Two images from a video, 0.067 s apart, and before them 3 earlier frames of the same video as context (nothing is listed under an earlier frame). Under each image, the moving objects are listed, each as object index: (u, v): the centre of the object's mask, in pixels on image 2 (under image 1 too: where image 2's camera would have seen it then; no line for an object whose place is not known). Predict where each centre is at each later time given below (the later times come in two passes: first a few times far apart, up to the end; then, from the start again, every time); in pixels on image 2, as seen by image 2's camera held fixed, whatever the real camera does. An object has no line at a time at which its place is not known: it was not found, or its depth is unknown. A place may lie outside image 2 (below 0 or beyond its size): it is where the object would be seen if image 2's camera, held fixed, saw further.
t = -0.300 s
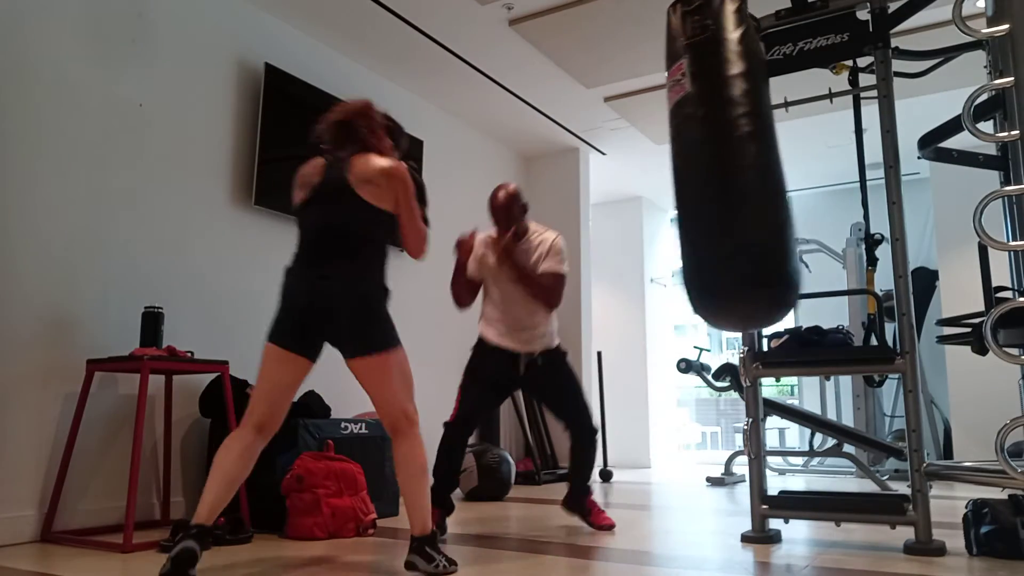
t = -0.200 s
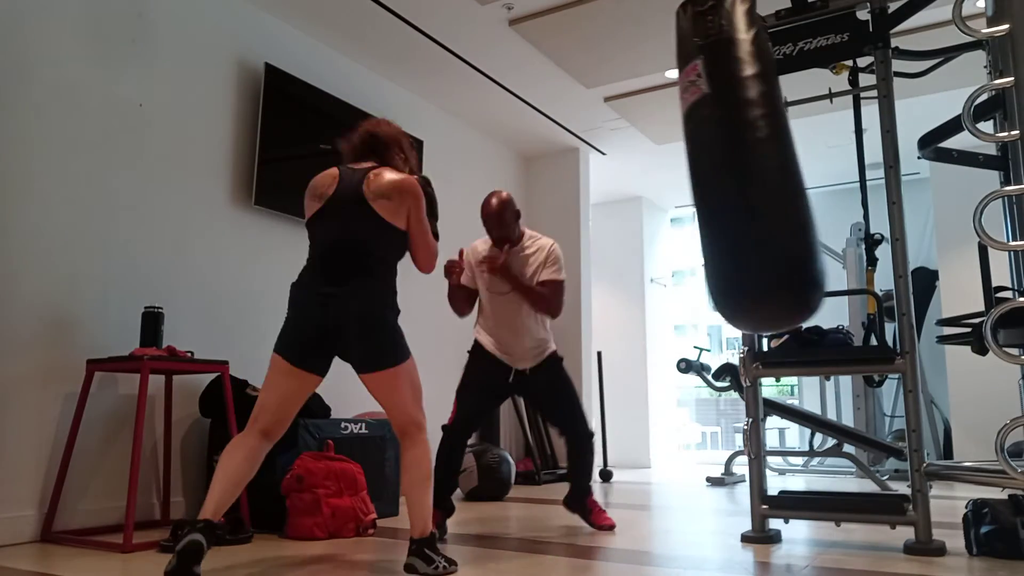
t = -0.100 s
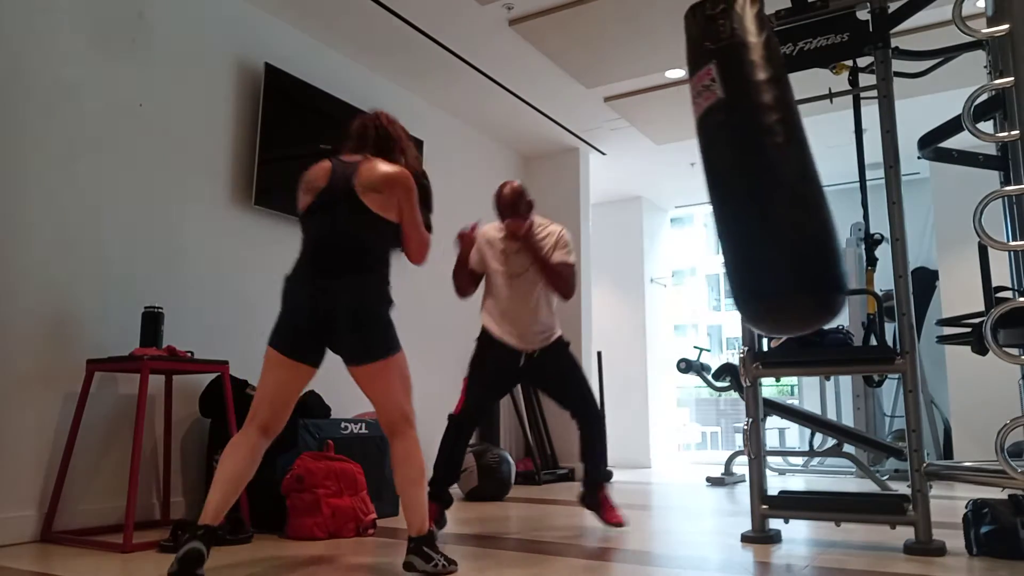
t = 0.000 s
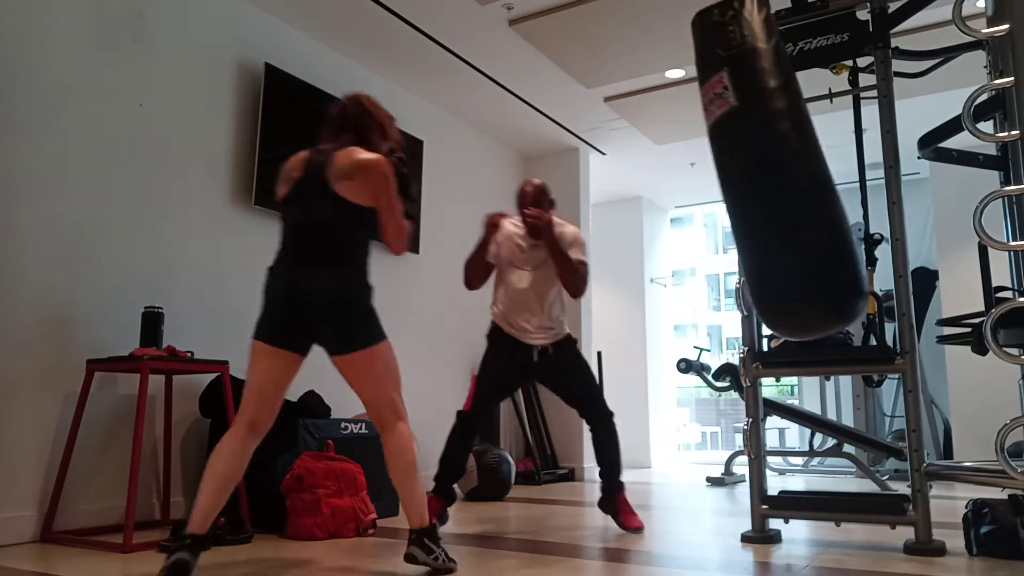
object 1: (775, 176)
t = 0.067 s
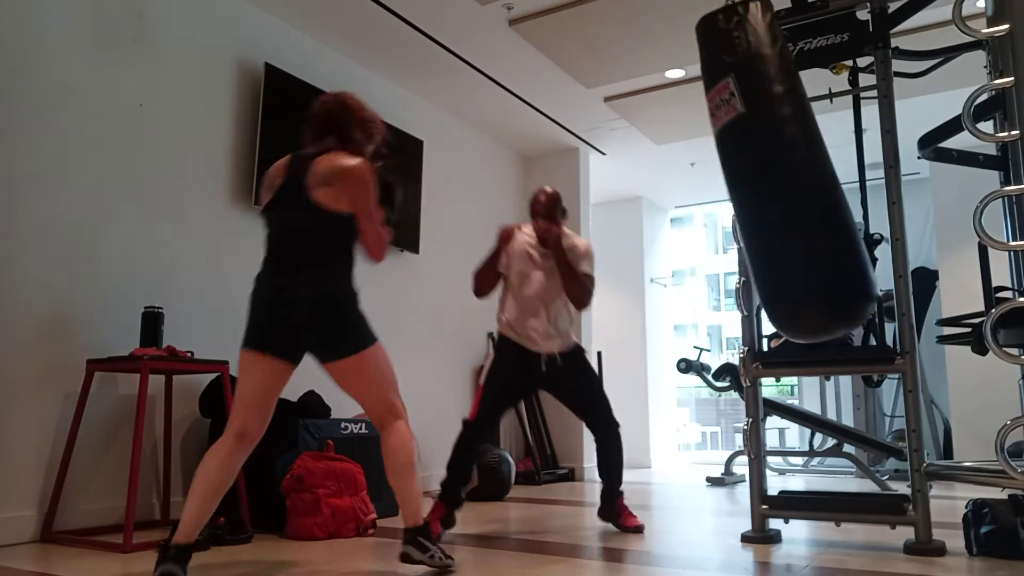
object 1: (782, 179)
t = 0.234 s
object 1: (790, 186)
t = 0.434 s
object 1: (783, 191)
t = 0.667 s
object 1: (760, 193)
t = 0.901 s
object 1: (730, 193)
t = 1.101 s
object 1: (707, 192)
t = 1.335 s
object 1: (690, 186)
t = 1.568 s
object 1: (694, 176)
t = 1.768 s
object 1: (712, 168)
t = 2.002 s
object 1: (748, 168)
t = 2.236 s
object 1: (779, 177)
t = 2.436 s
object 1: (788, 185)
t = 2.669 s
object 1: (777, 190)
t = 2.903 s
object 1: (753, 192)
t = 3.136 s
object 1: (724, 192)
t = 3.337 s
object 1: (703, 192)
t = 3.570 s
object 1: (691, 186)
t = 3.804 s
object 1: (698, 175)
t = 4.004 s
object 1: (721, 167)
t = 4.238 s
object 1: (758, 169)
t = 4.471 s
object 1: (784, 179)
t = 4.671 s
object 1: (787, 187)
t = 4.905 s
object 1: (772, 191)
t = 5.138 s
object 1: (745, 193)
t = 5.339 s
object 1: (722, 194)
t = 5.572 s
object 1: (700, 193)
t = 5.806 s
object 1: (692, 187)
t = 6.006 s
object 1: (703, 178)
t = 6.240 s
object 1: (732, 169)
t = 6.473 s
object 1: (767, 171)
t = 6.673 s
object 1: (784, 180)
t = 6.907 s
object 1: (783, 188)
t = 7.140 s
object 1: (764, 192)
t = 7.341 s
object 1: (741, 193)
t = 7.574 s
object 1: (715, 194)
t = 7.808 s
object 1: (696, 192)
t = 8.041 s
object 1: (696, 184)
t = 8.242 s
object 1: (710, 174)
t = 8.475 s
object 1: (743, 166)
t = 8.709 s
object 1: (775, 170)
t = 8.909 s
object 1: (788, 179)
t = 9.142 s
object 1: (780, 188)
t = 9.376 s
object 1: (757, 191)
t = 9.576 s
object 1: (732, 192)
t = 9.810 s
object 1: (707, 192)
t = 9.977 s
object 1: (696, 191)
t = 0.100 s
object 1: (784, 180)
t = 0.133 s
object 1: (787, 182)
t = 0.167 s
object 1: (788, 184)
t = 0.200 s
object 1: (789, 185)
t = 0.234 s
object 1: (790, 186)
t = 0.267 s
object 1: (790, 187)
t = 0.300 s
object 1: (790, 188)
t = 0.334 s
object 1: (789, 189)
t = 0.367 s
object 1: (787, 190)
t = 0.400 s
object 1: (785, 190)
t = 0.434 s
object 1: (783, 191)
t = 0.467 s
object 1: (781, 192)
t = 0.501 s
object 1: (778, 192)
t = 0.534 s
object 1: (775, 193)
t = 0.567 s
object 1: (771, 193)
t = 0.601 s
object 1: (768, 193)
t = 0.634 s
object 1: (764, 192)
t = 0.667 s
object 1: (760, 193)
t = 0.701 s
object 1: (756, 193)
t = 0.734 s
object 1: (752, 193)
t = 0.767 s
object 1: (747, 193)
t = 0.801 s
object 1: (743, 193)
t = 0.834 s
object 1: (739, 193)
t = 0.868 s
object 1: (734, 194)
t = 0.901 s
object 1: (730, 193)
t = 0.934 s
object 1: (726, 194)
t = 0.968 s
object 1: (721, 193)
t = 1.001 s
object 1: (718, 193)
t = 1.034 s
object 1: (714, 193)
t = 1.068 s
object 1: (710, 193)
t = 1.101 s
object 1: (707, 192)
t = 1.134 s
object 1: (704, 191)
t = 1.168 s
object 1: (702, 192)
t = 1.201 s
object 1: (699, 191)
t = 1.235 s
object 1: (696, 189)
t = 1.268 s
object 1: (693, 188)
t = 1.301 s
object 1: (692, 187)
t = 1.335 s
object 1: (690, 186)
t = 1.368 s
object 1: (689, 184)
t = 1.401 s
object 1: (688, 183)
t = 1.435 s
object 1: (688, 181)
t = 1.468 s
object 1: (689, 180)
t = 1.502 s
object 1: (690, 178)
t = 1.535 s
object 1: (691, 176)
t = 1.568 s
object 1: (694, 176)
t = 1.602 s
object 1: (695, 174)
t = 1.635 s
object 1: (697, 172)
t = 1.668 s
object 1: (700, 170)
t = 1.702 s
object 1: (703, 169)
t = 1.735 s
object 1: (708, 168)
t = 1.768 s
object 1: (712, 168)
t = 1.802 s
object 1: (716, 167)
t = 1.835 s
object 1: (722, 166)
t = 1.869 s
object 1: (727, 167)
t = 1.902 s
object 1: (732, 167)
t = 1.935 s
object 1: (737, 167)
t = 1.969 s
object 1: (743, 167)
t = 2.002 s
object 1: (748, 168)
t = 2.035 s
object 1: (754, 169)
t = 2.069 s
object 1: (758, 169)
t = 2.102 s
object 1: (763, 170)
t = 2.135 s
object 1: (768, 172)
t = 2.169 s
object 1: (772, 173)
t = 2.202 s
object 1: (776, 175)
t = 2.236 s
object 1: (779, 177)
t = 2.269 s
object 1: (782, 178)
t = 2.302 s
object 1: (784, 180)
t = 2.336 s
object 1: (786, 181)
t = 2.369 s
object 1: (787, 182)
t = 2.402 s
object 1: (788, 183)
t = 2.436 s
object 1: (788, 185)
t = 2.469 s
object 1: (787, 186)
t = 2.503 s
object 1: (787, 187)
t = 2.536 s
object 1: (785, 188)
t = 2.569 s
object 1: (784, 189)
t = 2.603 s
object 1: (782, 188)
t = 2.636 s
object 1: (780, 190)
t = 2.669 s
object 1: (777, 190)
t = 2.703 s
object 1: (775, 190)
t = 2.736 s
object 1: (771, 190)
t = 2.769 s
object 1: (768, 190)
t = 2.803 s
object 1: (764, 190)
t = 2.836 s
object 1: (761, 191)
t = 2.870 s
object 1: (757, 191)
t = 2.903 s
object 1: (753, 192)
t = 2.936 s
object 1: (749, 192)
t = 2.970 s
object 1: (745, 192)
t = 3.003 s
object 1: (741, 192)
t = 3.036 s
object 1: (736, 192)
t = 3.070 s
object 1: (732, 192)
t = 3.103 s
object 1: (728, 192)
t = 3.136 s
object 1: (724, 192)
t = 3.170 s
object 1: (720, 193)
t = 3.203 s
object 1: (716, 193)
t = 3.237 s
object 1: (713, 192)
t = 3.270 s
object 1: (709, 192)
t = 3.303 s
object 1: (706, 192)
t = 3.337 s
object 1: (703, 192)
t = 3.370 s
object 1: (700, 192)
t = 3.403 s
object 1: (698, 191)
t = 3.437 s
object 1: (696, 190)
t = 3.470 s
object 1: (694, 189)
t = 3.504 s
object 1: (692, 188)
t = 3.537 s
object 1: (691, 187)
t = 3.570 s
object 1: (691, 186)
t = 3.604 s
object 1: (690, 184)
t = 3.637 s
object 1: (690, 183)
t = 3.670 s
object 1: (691, 181)
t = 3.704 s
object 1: (692, 180)
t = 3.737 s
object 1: (694, 178)
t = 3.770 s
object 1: (696, 176)
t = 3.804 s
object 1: (698, 175)
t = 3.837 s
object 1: (701, 173)
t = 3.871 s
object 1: (704, 172)
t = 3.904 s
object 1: (708, 170)
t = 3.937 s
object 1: (712, 169)
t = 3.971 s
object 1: (717, 168)
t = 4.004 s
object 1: (721, 167)
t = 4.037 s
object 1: (726, 167)
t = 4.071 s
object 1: (732, 167)
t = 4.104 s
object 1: (737, 167)
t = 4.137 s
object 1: (742, 167)
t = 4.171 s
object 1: (748, 168)
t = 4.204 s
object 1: (753, 168)
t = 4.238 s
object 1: (758, 169)
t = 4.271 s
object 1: (763, 170)
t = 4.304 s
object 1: (767, 171)
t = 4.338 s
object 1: (771, 172)
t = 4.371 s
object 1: (775, 174)
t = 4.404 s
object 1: (779, 175)
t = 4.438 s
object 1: (781, 177)
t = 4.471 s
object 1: (784, 179)
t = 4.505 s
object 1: (785, 181)
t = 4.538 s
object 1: (787, 182)
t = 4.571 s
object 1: (788, 184)
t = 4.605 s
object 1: (788, 185)
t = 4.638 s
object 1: (788, 186)
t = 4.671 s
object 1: (787, 187)
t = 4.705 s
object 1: (786, 187)
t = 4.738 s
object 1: (785, 188)
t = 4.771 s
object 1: (783, 189)
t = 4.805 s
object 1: (780, 190)
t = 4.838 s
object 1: (778, 191)
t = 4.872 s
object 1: (775, 191)
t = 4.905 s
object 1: (772, 191)
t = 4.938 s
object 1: (769, 192)
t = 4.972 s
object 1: (765, 192)
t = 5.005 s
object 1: (762, 192)
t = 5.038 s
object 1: (758, 192)
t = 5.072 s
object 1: (754, 192)
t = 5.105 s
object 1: (750, 192)
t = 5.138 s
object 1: (745, 193)
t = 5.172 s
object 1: (742, 193)
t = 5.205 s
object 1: (737, 193)
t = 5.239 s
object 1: (734, 193)
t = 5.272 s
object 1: (729, 194)
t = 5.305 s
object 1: (726, 194)
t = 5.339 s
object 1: (722, 194)
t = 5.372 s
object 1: (718, 194)
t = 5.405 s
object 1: (715, 194)
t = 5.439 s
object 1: (711, 194)
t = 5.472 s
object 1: (708, 194)
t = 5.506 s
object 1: (705, 194)
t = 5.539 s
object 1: (703, 193)
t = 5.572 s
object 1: (700, 193)
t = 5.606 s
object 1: (698, 192)
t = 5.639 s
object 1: (697, 192)
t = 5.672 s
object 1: (695, 191)
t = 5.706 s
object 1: (693, 191)
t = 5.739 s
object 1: (693, 189)
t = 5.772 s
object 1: (692, 188)
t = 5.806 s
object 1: (692, 187)
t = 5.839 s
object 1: (693, 186)
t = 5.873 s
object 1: (694, 184)
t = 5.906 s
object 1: (696, 183)
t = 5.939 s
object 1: (698, 181)
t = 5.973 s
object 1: (701, 180)
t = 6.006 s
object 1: (703, 178)
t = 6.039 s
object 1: (706, 176)
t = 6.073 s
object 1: (710, 174)
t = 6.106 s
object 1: (713, 173)
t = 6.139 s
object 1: (718, 172)
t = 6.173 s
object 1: (722, 171)
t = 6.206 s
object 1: (727, 170)
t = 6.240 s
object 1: (732, 169)
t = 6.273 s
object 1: (737, 169)
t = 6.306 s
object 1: (742, 169)
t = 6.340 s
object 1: (747, 169)
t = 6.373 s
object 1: (752, 169)
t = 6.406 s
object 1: (757, 170)
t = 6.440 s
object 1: (762, 171)
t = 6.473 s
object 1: (767, 171)
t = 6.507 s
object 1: (770, 172)
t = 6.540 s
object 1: (774, 173)
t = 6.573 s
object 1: (777, 174)
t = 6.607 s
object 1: (780, 176)
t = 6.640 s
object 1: (783, 178)
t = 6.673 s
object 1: (784, 180)
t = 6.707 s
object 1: (786, 181)
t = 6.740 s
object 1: (786, 183)
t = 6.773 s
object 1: (787, 184)
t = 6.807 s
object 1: (787, 185)
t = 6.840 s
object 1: (786, 186)
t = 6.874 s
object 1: (785, 187)
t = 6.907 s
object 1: (783, 188)
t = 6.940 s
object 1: (781, 188)
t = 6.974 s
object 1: (780, 189)
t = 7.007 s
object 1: (777, 190)
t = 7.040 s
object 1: (774, 190)
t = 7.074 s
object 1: (771, 191)
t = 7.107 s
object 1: (768, 192)
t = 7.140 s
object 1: (764, 192)
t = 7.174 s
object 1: (761, 192)
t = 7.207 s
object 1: (757, 192)
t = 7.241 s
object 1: (753, 193)
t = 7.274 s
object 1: (749, 192)
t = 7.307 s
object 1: (745, 192)
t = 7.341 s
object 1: (741, 193)
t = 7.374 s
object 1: (737, 193)
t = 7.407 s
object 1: (733, 193)
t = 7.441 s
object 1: (728, 194)
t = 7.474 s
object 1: (725, 194)
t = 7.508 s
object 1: (722, 193)
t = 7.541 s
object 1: (718, 193)
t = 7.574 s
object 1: (715, 194)
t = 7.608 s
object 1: (711, 194)
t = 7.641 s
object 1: (708, 193)
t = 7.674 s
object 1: (705, 193)
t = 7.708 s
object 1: (703, 193)
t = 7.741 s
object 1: (700, 193)
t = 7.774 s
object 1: (699, 192)
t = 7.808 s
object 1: (696, 192)
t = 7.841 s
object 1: (695, 191)
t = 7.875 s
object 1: (694, 190)
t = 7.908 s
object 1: (694, 189)
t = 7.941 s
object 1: (693, 188)
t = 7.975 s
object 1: (694, 187)
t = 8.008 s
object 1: (694, 186)
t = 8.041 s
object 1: (696, 184)
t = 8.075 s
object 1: (698, 183)
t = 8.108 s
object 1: (699, 181)
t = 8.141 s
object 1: (701, 179)
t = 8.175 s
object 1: (703, 178)
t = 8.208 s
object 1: (707, 176)
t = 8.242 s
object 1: (710, 174)
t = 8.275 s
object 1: (715, 172)
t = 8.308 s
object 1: (718, 171)
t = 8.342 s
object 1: (723, 169)
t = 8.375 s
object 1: (728, 168)
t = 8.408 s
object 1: (733, 167)
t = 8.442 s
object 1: (738, 167)
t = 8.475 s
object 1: (743, 166)
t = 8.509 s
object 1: (749, 166)
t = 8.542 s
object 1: (753, 167)
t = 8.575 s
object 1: (758, 167)
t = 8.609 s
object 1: (763, 167)
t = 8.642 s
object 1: (767, 168)
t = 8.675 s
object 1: (771, 169)
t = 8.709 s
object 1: (775, 170)
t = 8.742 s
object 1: (779, 172)
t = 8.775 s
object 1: (781, 173)
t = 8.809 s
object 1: (783, 175)
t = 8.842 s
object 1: (785, 176)
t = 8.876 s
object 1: (787, 178)
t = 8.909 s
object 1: (788, 179)
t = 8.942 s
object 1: (788, 181)
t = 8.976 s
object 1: (788, 182)
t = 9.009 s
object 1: (787, 184)
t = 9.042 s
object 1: (786, 185)
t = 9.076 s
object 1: (785, 186)
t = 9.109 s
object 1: (783, 187)
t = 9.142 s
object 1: (780, 188)
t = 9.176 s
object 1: (778, 188)
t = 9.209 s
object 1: (775, 189)
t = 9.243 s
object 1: (772, 189)
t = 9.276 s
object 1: (768, 190)
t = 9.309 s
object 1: (765, 190)
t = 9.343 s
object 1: (761, 191)
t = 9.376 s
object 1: (757, 191)
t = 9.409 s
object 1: (753, 191)
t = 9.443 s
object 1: (749, 192)
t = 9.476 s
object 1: (745, 192)
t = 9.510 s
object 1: (741, 192)
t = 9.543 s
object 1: (737, 192)
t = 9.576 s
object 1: (732, 192)
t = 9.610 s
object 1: (728, 192)
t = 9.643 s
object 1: (725, 192)
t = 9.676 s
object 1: (720, 192)
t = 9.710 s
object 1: (717, 192)
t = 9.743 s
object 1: (714, 192)
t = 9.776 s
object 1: (710, 192)
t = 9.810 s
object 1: (707, 192)
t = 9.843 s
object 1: (705, 192)
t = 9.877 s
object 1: (702, 193)
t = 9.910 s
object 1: (700, 192)
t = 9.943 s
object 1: (698, 192)
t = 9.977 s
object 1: (696, 191)
